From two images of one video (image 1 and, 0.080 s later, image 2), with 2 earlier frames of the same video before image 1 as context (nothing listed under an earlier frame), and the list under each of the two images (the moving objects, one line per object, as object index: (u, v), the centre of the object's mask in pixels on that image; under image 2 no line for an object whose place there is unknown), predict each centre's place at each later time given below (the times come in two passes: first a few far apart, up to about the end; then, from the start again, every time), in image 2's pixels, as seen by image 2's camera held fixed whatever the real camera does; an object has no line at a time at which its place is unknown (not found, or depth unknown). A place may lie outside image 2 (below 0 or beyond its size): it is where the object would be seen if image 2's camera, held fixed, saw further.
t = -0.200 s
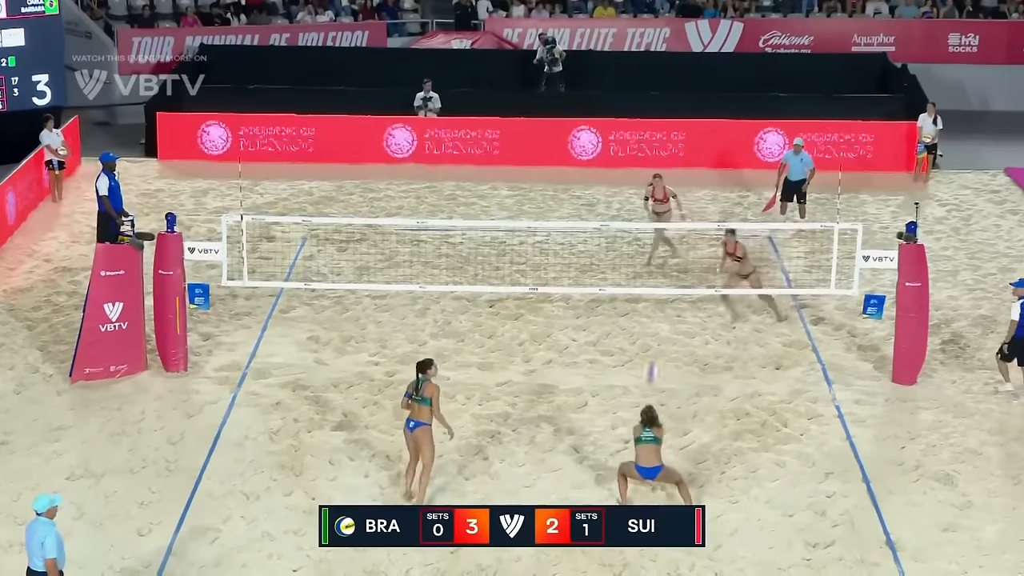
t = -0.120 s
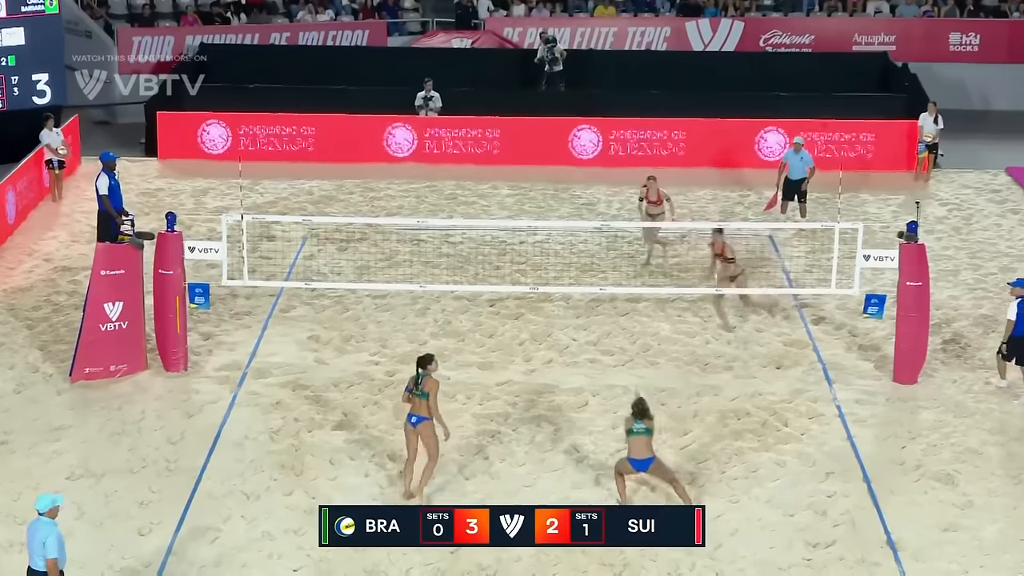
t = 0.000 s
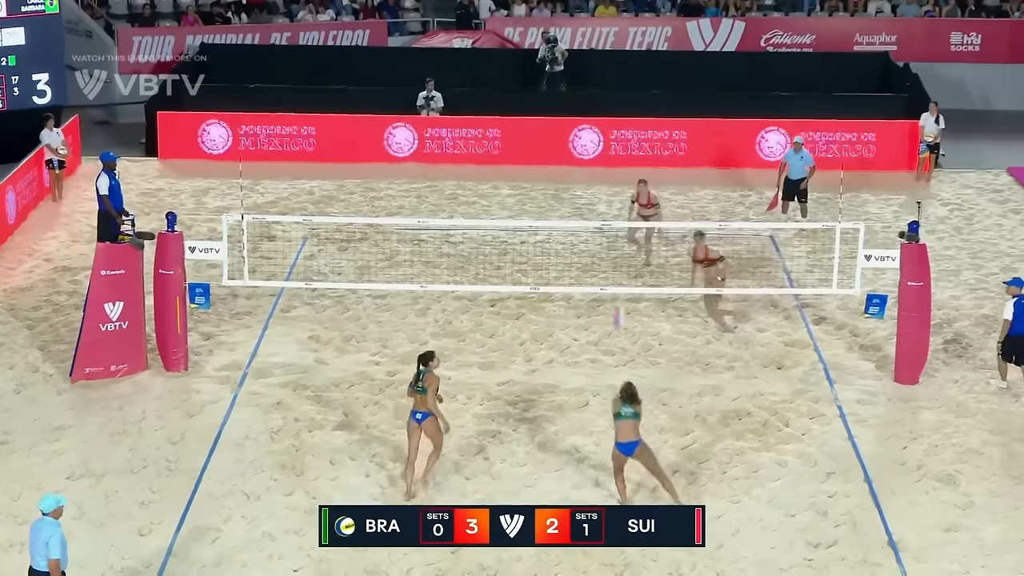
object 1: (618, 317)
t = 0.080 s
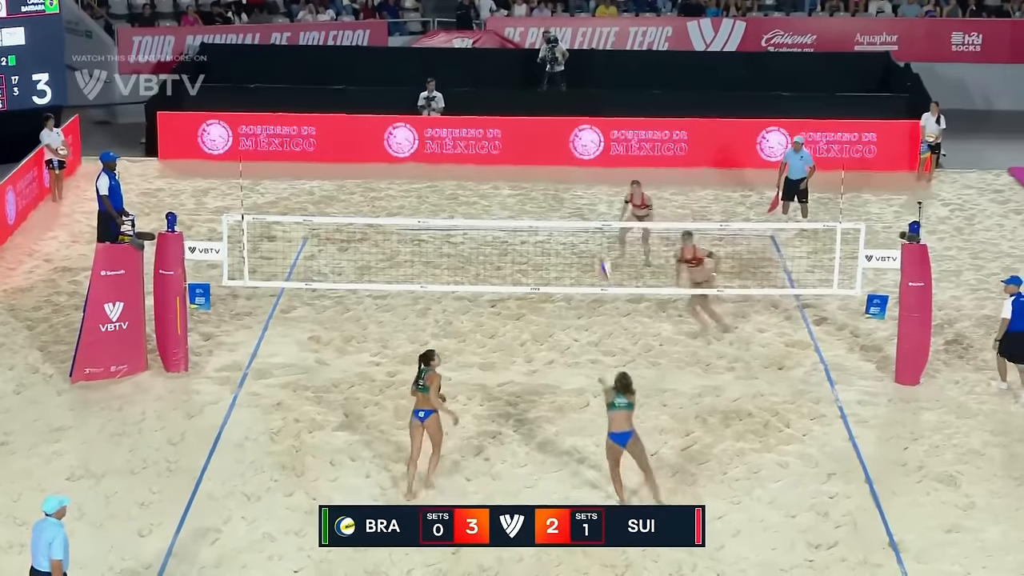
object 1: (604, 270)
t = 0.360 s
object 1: (555, 137)
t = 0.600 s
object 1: (516, 79)
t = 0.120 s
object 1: (595, 247)
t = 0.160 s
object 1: (589, 224)
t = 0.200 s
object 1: (583, 205)
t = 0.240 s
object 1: (576, 185)
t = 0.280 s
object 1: (569, 167)
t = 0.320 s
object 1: (562, 152)
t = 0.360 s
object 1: (555, 137)
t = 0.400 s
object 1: (549, 124)
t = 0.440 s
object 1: (542, 112)
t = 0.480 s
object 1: (536, 102)
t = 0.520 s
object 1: (529, 93)
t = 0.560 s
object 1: (523, 86)
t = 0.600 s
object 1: (516, 79)
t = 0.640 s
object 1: (510, 74)
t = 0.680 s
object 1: (503, 71)
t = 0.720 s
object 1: (497, 68)
